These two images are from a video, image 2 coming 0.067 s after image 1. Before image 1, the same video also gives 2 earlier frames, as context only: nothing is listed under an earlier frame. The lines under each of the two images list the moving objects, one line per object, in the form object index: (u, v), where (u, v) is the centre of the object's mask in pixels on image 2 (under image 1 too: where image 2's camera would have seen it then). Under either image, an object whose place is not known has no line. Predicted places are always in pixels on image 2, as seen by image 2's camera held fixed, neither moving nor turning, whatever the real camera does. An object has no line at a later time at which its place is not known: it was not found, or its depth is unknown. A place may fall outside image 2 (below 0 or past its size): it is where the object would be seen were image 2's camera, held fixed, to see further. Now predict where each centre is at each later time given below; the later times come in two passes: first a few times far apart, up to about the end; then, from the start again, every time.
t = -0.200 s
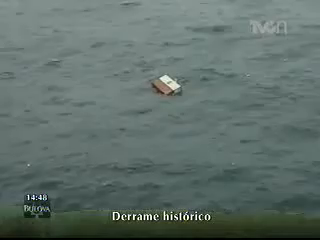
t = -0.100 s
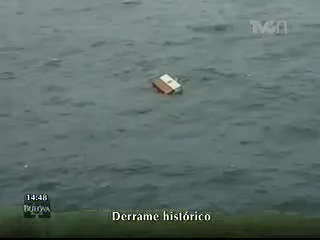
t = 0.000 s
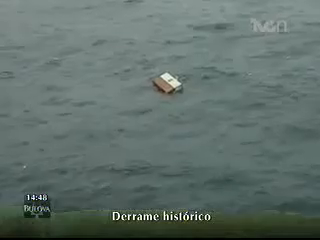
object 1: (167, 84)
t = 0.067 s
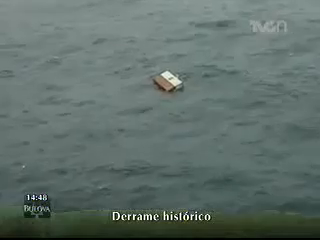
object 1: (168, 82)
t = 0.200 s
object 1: (171, 79)
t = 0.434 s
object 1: (172, 77)
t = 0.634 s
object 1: (174, 76)
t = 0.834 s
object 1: (176, 75)
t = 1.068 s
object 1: (178, 73)
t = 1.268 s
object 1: (179, 72)
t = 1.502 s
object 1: (179, 71)
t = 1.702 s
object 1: (177, 74)
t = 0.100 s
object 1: (169, 80)
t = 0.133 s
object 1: (169, 80)
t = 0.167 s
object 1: (170, 79)
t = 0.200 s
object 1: (171, 79)
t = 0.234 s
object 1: (171, 79)
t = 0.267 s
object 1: (172, 78)
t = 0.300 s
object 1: (172, 78)
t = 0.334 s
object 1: (172, 78)
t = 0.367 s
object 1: (172, 77)
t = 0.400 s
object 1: (172, 77)
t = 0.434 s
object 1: (172, 77)
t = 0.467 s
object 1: (172, 76)
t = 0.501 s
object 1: (173, 76)
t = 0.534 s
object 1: (173, 76)
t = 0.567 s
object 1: (173, 76)
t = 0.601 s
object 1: (173, 76)
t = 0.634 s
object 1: (174, 76)
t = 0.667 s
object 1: (174, 76)
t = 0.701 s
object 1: (175, 76)
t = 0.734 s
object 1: (175, 75)
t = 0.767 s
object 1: (176, 75)
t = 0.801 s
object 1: (176, 75)
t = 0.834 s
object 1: (176, 75)
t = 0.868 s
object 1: (177, 75)
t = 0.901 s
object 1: (177, 74)
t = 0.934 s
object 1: (177, 74)
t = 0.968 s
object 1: (177, 74)
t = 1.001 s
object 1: (177, 74)
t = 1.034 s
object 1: (178, 73)
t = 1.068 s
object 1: (178, 73)
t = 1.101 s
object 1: (178, 73)
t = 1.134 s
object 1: (179, 72)
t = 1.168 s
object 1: (179, 72)
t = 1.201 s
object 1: (179, 72)
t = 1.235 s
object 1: (179, 72)
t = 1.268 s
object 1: (179, 72)
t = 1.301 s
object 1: (179, 72)
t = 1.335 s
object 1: (179, 72)
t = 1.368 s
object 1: (179, 72)
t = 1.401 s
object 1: (179, 72)
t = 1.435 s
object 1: (179, 72)
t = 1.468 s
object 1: (179, 72)
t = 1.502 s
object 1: (179, 71)
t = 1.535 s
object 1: (179, 71)
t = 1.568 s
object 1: (179, 72)
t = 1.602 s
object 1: (178, 73)
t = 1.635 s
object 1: (178, 74)
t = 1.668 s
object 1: (177, 74)
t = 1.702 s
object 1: (177, 74)
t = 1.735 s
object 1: (176, 74)
